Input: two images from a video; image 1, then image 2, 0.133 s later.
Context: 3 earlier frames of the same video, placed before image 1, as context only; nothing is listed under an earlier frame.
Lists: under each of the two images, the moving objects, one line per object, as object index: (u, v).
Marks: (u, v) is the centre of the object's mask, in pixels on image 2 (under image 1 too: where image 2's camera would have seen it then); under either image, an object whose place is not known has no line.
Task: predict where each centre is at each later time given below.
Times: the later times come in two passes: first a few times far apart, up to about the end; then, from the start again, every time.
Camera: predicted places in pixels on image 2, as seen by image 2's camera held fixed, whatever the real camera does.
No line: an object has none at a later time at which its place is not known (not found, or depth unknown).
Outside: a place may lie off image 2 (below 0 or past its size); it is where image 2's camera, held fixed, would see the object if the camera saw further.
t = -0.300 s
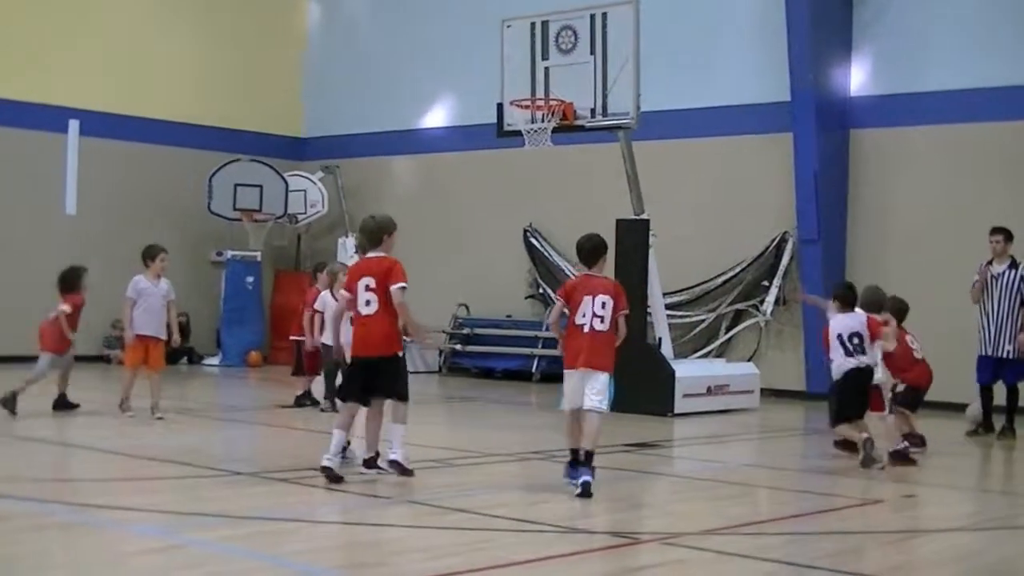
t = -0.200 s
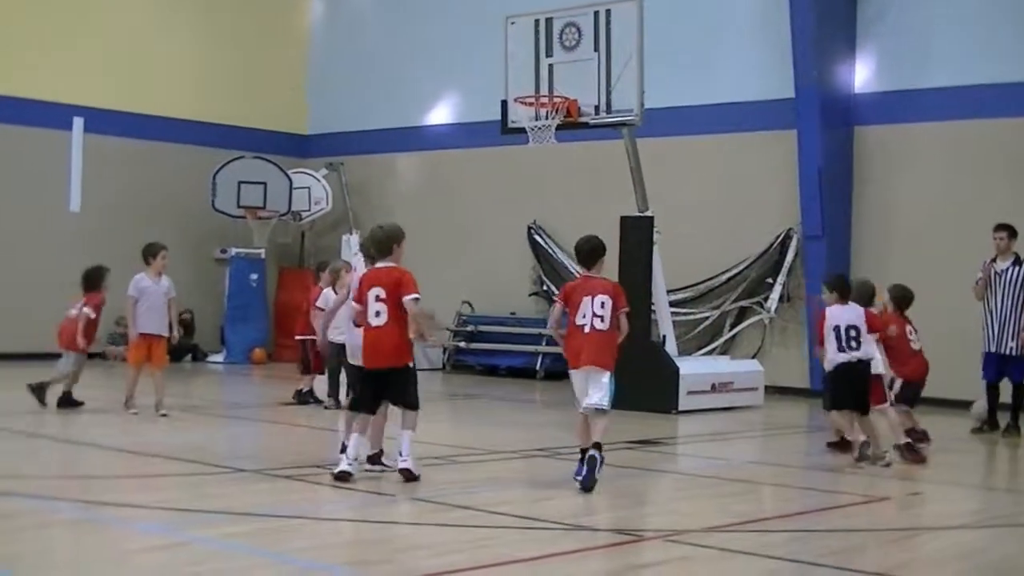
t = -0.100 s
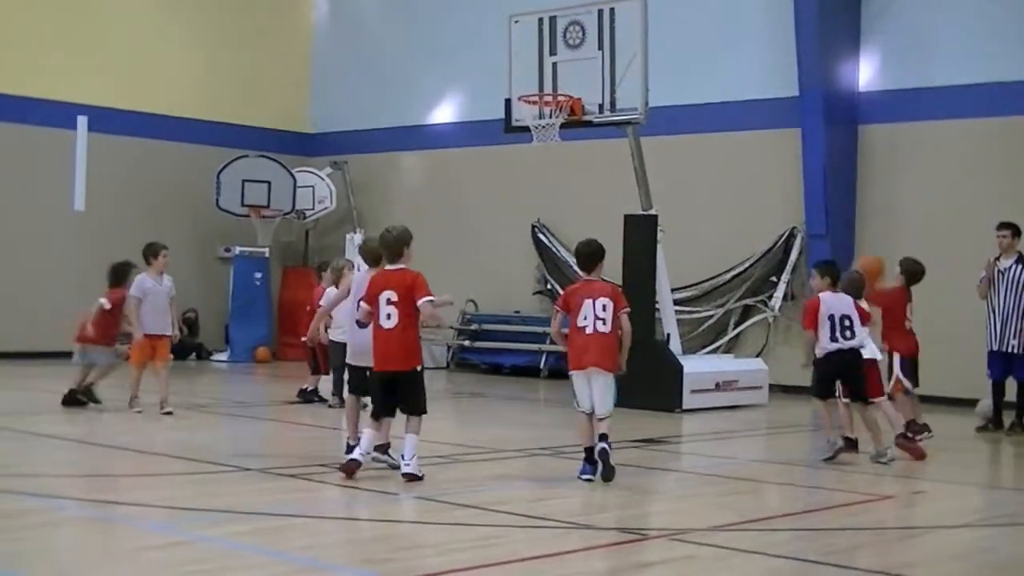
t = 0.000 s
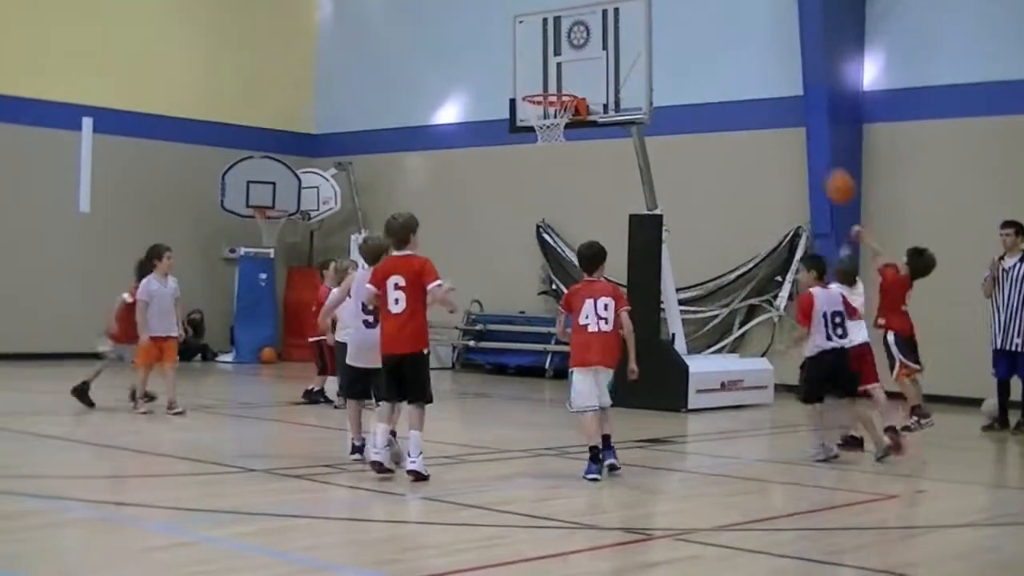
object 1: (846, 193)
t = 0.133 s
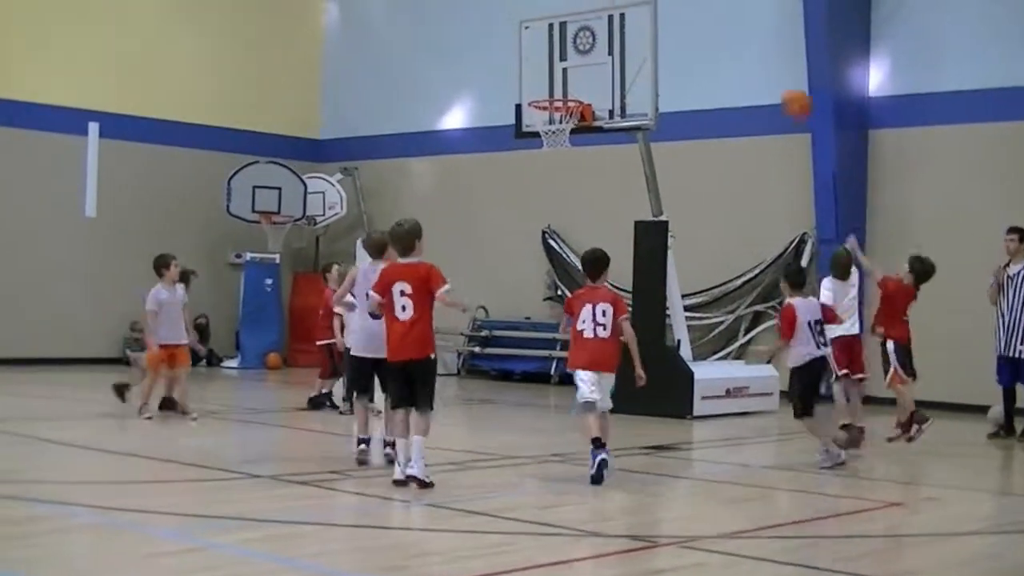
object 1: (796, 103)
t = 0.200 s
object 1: (772, 67)
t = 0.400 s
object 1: (703, -2)
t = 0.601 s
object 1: (635, -18)
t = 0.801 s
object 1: (569, 9)
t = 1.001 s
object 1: (505, 83)
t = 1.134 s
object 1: (463, 155)
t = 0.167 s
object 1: (783, 84)
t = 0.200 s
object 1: (772, 67)
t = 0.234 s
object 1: (760, 53)
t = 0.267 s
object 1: (749, 38)
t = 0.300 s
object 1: (737, 26)
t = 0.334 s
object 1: (726, 15)
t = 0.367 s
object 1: (714, 6)
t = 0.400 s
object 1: (703, -2)
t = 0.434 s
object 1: (691, -8)
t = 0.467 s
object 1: (679, -12)
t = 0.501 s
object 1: (668, -15)
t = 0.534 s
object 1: (657, -16)
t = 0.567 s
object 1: (645, -17)
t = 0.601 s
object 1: (635, -18)
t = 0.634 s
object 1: (624, -17)
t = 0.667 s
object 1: (613, -16)
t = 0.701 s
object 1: (602, -11)
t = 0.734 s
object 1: (591, -6)
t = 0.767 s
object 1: (580, 1)
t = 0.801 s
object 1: (569, 9)
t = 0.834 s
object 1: (558, 18)
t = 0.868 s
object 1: (546, 28)
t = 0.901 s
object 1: (537, 40)
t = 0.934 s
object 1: (527, 53)
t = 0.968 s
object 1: (515, 67)
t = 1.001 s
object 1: (505, 83)
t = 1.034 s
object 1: (494, 100)
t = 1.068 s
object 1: (484, 116)
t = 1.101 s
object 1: (474, 136)
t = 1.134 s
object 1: (463, 155)
